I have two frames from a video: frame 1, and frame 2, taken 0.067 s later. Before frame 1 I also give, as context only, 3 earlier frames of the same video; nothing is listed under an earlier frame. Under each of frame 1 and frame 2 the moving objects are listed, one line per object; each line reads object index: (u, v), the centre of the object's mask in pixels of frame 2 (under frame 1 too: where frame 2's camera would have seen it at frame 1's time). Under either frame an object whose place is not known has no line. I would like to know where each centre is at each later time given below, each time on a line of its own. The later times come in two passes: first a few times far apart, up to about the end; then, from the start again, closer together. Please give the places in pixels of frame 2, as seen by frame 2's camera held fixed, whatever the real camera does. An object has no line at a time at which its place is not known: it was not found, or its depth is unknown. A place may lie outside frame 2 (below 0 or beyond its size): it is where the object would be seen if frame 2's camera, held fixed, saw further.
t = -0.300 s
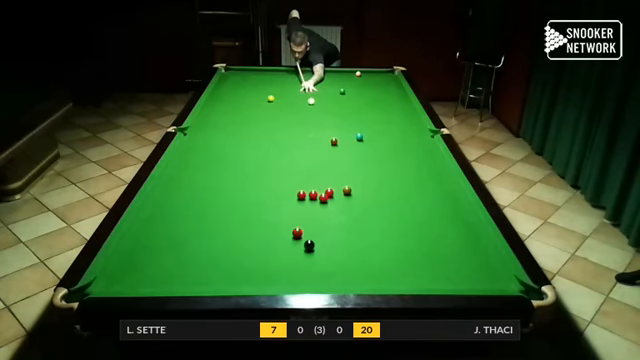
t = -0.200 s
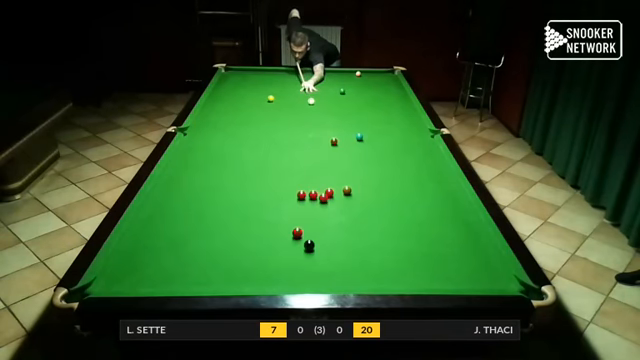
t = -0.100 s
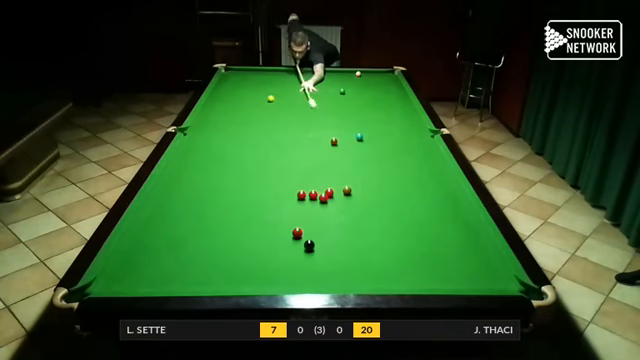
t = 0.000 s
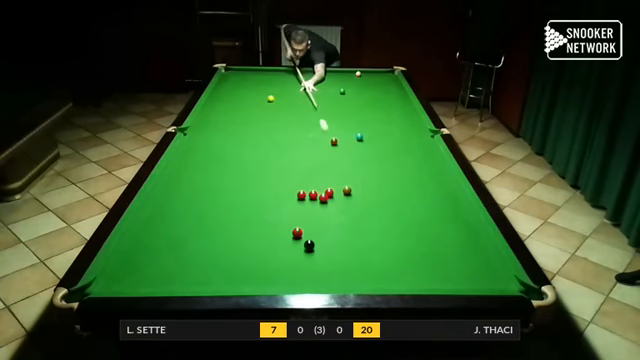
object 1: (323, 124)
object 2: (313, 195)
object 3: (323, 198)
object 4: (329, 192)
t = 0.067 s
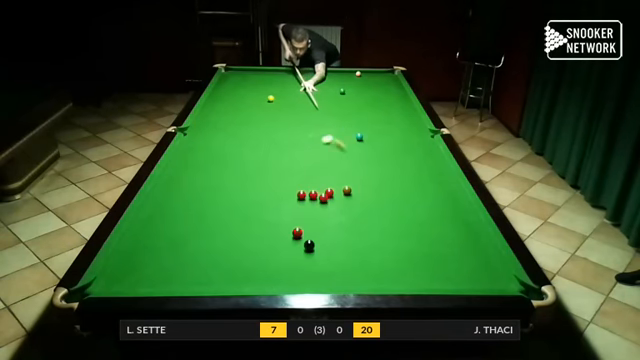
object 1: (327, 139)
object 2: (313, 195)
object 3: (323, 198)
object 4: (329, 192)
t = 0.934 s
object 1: (148, 240)
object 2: (313, 195)
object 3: (323, 198)
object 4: (329, 192)
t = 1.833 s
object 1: (166, 221)
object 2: (297, 183)
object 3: (271, 217)
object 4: (285, 138)
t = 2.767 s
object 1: (209, 168)
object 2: (288, 174)
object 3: (222, 236)
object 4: (255, 102)
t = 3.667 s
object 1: (234, 138)
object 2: (285, 171)
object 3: (185, 251)
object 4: (237, 79)
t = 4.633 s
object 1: (250, 117)
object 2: (285, 171)
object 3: (162, 260)
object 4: (228, 69)
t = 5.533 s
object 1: (261, 104)
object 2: (285, 171)
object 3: (157, 262)
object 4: (247, 70)
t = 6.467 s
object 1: (263, 97)
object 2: (285, 171)
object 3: (157, 262)
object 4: (257, 70)
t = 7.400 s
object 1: (260, 94)
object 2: (286, 172)
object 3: (157, 262)
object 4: (260, 70)
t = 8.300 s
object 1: (259, 94)
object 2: (286, 172)
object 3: (157, 262)
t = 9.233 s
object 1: (259, 94)
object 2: (286, 172)
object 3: (157, 262)
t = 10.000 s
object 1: (259, 94)
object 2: (285, 171)
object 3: (157, 262)
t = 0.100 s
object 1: (321, 140)
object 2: (313, 195)
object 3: (323, 198)
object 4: (329, 192)
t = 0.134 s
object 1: (314, 142)
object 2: (313, 195)
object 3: (323, 198)
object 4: (329, 192)
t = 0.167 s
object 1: (308, 144)
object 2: (313, 195)
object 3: (323, 198)
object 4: (329, 192)
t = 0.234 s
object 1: (296, 149)
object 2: (313, 195)
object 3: (323, 198)
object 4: (329, 192)
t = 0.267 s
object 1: (290, 152)
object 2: (313, 195)
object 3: (323, 198)
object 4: (329, 192)
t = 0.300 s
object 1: (285, 155)
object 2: (313, 195)
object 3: (323, 198)
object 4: (329, 192)
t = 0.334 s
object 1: (279, 158)
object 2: (313, 195)
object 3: (323, 198)
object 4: (329, 192)
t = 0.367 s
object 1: (273, 161)
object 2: (313, 195)
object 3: (323, 198)
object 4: (329, 192)
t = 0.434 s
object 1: (262, 168)
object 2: (313, 195)
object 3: (323, 198)
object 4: (329, 192)
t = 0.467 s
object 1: (256, 172)
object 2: (313, 195)
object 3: (323, 198)
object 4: (329, 192)
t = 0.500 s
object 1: (250, 176)
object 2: (313, 195)
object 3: (323, 198)
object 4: (329, 192)
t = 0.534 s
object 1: (244, 180)
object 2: (313, 195)
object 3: (323, 198)
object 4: (329, 192)
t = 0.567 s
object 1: (237, 184)
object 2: (313, 195)
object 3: (323, 198)
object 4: (329, 192)
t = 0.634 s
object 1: (223, 192)
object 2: (313, 195)
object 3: (323, 198)
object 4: (329, 192)
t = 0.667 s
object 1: (216, 197)
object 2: (313, 195)
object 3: (323, 198)
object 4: (329, 192)
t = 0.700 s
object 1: (209, 202)
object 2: (313, 195)
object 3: (323, 198)
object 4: (329, 192)
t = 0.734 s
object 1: (201, 207)
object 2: (313, 195)
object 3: (323, 198)
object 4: (329, 192)
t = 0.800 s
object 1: (185, 217)
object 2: (313, 195)
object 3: (323, 198)
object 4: (329, 192)
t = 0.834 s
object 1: (176, 222)
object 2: (313, 195)
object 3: (323, 198)
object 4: (329, 192)
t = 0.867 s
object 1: (167, 228)
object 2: (313, 195)
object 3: (323, 198)
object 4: (329, 192)
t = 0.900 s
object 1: (158, 234)
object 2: (313, 195)
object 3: (323, 198)
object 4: (329, 192)
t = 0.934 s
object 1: (148, 240)
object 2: (313, 195)
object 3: (323, 198)
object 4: (329, 192)
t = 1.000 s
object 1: (127, 253)
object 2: (313, 195)
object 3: (323, 198)
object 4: (329, 192)
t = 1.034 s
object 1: (116, 260)
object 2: (313, 195)
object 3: (321, 198)
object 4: (327, 191)
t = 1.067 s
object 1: (110, 267)
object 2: (311, 194)
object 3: (317, 199)
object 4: (325, 187)
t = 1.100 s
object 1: (113, 272)
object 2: (310, 193)
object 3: (315, 200)
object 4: (322, 184)
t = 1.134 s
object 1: (114, 277)
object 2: (309, 192)
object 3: (313, 201)
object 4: (319, 181)
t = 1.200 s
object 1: (118, 283)
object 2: (308, 192)
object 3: (309, 202)
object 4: (315, 175)
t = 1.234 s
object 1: (121, 279)
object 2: (308, 191)
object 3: (306, 203)
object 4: (313, 173)
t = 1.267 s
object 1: (125, 274)
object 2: (307, 191)
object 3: (305, 204)
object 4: (311, 171)
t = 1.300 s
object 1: (128, 270)
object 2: (306, 190)
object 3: (303, 205)
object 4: (309, 168)
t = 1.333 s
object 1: (131, 266)
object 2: (306, 190)
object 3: (300, 205)
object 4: (307, 166)
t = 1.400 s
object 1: (136, 259)
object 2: (304, 189)
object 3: (296, 207)
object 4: (304, 162)
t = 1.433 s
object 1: (139, 256)
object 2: (304, 188)
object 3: (295, 207)
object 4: (302, 160)
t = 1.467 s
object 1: (142, 253)
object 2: (303, 187)
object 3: (293, 208)
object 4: (301, 158)
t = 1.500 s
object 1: (144, 249)
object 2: (303, 187)
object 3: (291, 209)
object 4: (299, 156)
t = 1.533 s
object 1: (146, 246)
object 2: (302, 186)
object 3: (289, 210)
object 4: (298, 154)
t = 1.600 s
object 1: (151, 240)
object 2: (301, 185)
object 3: (285, 211)
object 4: (295, 150)
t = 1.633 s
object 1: (153, 237)
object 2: (300, 185)
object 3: (283, 212)
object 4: (293, 148)
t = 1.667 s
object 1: (156, 234)
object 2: (300, 184)
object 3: (281, 213)
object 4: (292, 146)
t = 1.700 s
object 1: (158, 232)
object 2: (299, 184)
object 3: (279, 214)
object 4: (290, 145)
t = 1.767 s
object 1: (162, 226)
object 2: (298, 183)
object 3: (275, 216)
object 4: (287, 141)
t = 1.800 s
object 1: (164, 224)
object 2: (298, 183)
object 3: (273, 216)
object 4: (286, 140)
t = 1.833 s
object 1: (166, 221)
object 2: (297, 183)
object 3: (271, 217)
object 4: (285, 138)
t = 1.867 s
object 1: (168, 219)
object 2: (297, 182)
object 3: (269, 218)
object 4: (283, 136)
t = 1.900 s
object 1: (170, 216)
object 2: (296, 181)
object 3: (267, 218)
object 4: (282, 135)
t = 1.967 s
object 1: (174, 211)
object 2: (295, 181)
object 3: (264, 220)
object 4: (279, 132)
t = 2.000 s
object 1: (175, 209)
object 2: (295, 181)
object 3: (262, 221)
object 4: (278, 130)
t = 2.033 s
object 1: (177, 207)
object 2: (295, 181)
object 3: (260, 221)
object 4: (277, 129)
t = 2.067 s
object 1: (179, 205)
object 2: (294, 180)
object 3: (258, 222)
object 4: (276, 127)
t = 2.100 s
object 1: (181, 203)
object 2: (294, 180)
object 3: (256, 223)
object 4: (275, 126)
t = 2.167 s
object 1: (184, 198)
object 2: (293, 179)
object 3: (253, 224)
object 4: (272, 123)
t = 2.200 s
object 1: (186, 196)
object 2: (293, 179)
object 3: (251, 225)
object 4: (271, 122)
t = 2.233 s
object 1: (187, 195)
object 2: (293, 178)
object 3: (250, 226)
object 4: (270, 120)
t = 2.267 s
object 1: (189, 192)
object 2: (292, 178)
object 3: (248, 226)
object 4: (269, 119)
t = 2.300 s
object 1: (190, 191)
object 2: (292, 178)
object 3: (246, 227)
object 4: (268, 118)
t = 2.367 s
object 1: (193, 187)
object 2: (291, 177)
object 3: (242, 229)
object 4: (266, 116)
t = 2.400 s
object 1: (195, 185)
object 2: (291, 177)
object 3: (241, 229)
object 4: (265, 114)
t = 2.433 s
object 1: (196, 184)
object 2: (291, 176)
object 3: (239, 230)
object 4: (264, 113)
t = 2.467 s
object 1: (197, 182)
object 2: (290, 176)
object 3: (237, 231)
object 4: (263, 112)
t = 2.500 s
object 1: (199, 180)
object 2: (290, 176)
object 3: (236, 231)
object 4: (262, 111)
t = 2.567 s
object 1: (201, 177)
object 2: (289, 176)
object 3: (232, 233)
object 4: (260, 108)
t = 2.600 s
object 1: (203, 175)
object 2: (289, 176)
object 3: (231, 233)
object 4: (260, 107)
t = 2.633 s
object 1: (204, 174)
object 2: (289, 175)
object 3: (229, 234)
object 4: (259, 106)
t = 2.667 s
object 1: (205, 172)
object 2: (289, 175)
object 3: (227, 235)
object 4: (258, 105)
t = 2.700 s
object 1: (206, 171)
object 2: (288, 175)
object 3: (226, 235)
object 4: (257, 104)
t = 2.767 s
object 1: (209, 168)
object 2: (288, 174)
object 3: (222, 236)
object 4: (255, 102)
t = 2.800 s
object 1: (210, 167)
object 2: (288, 174)
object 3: (221, 237)
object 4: (255, 101)
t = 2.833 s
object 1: (211, 165)
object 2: (287, 174)
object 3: (219, 238)
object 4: (254, 100)
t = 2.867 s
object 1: (212, 164)
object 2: (287, 174)
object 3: (217, 238)
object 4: (253, 99)
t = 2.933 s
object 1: (214, 161)
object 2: (287, 174)
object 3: (214, 240)
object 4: (251, 97)
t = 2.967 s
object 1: (215, 160)
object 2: (287, 173)
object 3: (213, 240)
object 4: (250, 96)
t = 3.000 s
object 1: (216, 159)
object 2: (287, 173)
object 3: (211, 241)
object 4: (250, 95)
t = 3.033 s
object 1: (217, 157)
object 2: (287, 173)
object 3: (210, 241)
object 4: (249, 94)
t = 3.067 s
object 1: (218, 156)
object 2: (286, 173)
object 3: (208, 242)
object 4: (248, 93)
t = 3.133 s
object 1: (221, 154)
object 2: (286, 173)
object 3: (205, 243)
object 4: (247, 91)
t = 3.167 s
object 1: (221, 153)
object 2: (286, 173)
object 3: (204, 244)
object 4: (246, 91)
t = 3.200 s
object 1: (222, 151)
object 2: (286, 172)
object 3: (203, 244)
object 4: (245, 90)
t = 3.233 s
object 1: (223, 151)
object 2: (286, 172)
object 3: (201, 245)
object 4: (245, 89)
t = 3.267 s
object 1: (224, 149)
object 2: (286, 172)
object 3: (200, 245)
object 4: (244, 88)
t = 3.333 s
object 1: (226, 147)
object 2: (286, 172)
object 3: (197, 246)
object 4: (243, 86)
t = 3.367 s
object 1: (227, 146)
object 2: (286, 172)
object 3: (196, 247)
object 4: (242, 86)
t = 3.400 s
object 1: (227, 145)
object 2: (286, 172)
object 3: (195, 247)
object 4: (241, 85)
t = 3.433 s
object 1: (228, 144)
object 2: (286, 172)
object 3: (193, 248)
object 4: (241, 84)
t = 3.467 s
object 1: (229, 143)
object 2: (286, 172)
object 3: (192, 248)
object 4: (240, 84)
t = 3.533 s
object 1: (231, 141)
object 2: (286, 172)
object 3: (190, 249)
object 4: (239, 82)
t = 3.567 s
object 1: (231, 140)
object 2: (286, 171)
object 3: (189, 250)
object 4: (238, 81)
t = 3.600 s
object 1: (232, 139)
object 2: (286, 171)
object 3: (187, 250)
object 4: (238, 81)
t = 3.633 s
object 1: (233, 139)
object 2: (286, 171)
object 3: (186, 251)
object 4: (237, 80)
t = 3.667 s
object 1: (234, 138)
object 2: (285, 171)
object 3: (185, 251)
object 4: (237, 79)
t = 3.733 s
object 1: (235, 136)
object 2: (285, 171)
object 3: (183, 252)
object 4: (235, 78)
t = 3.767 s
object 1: (236, 135)
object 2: (286, 172)
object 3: (182, 252)
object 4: (235, 77)
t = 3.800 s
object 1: (237, 134)
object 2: (285, 172)
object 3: (181, 253)
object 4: (234, 76)
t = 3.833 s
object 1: (237, 133)
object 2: (285, 171)
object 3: (180, 253)
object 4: (233, 76)
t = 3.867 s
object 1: (238, 132)
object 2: (286, 172)
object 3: (179, 254)
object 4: (233, 75)
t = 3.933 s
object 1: (239, 131)
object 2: (285, 171)
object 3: (177, 254)
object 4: (232, 74)
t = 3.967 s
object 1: (240, 130)
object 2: (285, 171)
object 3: (176, 255)
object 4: (232, 73)
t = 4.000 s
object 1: (241, 129)
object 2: (285, 171)
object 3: (175, 255)
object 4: (231, 72)
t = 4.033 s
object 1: (241, 129)
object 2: (285, 171)
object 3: (174, 255)
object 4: (230, 72)
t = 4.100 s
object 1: (242, 127)
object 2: (286, 172)
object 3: (172, 256)
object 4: (230, 71)
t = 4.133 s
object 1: (243, 126)
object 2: (285, 171)
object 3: (171, 256)
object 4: (229, 70)
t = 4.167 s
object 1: (243, 126)
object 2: (286, 172)
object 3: (171, 257)
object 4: (228, 69)
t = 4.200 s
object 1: (244, 125)
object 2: (286, 172)
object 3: (170, 257)
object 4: (227, 69)
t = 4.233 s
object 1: (245, 124)
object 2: (285, 171)
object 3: (169, 257)
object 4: (227, 69)
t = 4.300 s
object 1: (246, 123)
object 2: (285, 171)
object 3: (168, 258)
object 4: (225, 69)
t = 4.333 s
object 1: (246, 123)
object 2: (285, 171)
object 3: (167, 258)
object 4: (225, 69)
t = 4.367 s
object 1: (247, 122)
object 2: (285, 171)
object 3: (166, 258)
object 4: (225, 69)
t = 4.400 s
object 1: (247, 121)
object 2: (285, 171)
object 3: (166, 259)
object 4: (226, 69)
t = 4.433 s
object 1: (248, 121)
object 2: (285, 172)
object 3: (165, 259)
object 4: (226, 69)
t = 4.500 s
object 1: (249, 119)
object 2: (286, 172)
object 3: (164, 259)
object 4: (227, 69)
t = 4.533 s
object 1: (249, 119)
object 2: (285, 171)
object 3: (163, 260)
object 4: (227, 69)
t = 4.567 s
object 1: (249, 118)
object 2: (286, 172)
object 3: (163, 260)
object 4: (227, 69)
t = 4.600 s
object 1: (250, 118)
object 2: (285, 171)
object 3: (162, 260)
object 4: (228, 69)
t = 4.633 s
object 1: (250, 117)
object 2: (285, 171)
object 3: (162, 260)
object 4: (228, 69)
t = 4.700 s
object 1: (251, 116)
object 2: (285, 171)
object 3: (161, 261)
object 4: (229, 69)
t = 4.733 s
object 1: (252, 115)
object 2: (286, 172)
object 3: (161, 261)
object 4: (230, 69)
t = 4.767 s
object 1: (252, 115)
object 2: (285, 171)
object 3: (160, 261)
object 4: (230, 69)
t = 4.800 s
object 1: (253, 114)
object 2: (286, 172)
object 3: (160, 261)
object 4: (230, 69)
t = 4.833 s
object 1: (253, 114)
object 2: (285, 171)
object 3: (159, 261)
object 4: (231, 69)
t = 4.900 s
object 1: (254, 113)
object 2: (285, 171)
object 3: (159, 261)
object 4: (231, 69)
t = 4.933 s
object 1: (254, 112)
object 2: (286, 172)
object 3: (159, 261)
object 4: (234, 69)
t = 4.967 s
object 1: (255, 112)
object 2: (285, 171)
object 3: (158, 261)
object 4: (238, 70)
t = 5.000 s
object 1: (255, 111)
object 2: (286, 172)
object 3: (158, 262)
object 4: (238, 70)
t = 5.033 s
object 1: (256, 111)
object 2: (285, 171)
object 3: (158, 262)
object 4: (239, 70)
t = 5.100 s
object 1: (257, 110)
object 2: (285, 171)
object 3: (158, 262)
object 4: (240, 70)
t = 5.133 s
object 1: (257, 109)
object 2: (285, 171)
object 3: (157, 262)
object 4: (241, 70)
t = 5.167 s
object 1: (257, 109)
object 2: (285, 172)
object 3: (157, 262)
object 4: (242, 70)
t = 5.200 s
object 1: (258, 108)
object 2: (285, 171)
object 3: (157, 262)
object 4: (242, 70)
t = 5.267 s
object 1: (258, 108)
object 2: (285, 171)
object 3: (157, 262)
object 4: (244, 70)
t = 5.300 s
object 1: (259, 107)
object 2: (285, 171)
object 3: (157, 262)
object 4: (244, 69)
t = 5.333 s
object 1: (259, 107)
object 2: (285, 172)
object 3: (157, 262)
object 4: (245, 69)
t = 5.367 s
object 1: (259, 106)
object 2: (285, 171)
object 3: (157, 262)
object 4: (245, 70)
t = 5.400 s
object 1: (260, 106)
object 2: (285, 171)
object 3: (157, 262)
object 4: (245, 70)
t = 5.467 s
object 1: (260, 105)
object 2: (286, 172)
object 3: (157, 262)
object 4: (246, 70)
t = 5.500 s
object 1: (260, 105)
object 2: (285, 172)
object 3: (157, 262)
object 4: (247, 70)
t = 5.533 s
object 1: (261, 104)
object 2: (285, 171)
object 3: (157, 262)
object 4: (247, 70)
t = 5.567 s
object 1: (261, 104)
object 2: (285, 172)
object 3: (157, 262)
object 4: (247, 70)
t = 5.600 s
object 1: (261, 104)
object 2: (285, 171)
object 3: (157, 262)
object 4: (248, 70)
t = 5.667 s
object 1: (262, 103)
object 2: (285, 171)
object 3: (157, 262)
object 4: (249, 70)
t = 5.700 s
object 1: (262, 102)
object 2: (285, 171)
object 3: (157, 262)
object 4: (250, 70)
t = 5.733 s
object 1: (262, 102)
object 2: (286, 172)
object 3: (157, 262)
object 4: (250, 70)
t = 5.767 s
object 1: (263, 102)
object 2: (285, 171)
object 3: (157, 262)
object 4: (250, 70)
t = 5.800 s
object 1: (263, 101)
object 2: (286, 172)
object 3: (157, 262)
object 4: (251, 70)
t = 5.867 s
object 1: (263, 101)
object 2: (285, 171)
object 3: (157, 262)
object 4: (251, 70)
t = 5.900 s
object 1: (264, 100)
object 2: (285, 171)
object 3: (157, 262)
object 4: (252, 70)
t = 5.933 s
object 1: (264, 100)
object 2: (286, 172)
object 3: (157, 262)
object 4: (252, 70)
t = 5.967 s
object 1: (264, 100)
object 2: (285, 171)
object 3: (157, 262)
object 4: (252, 70)
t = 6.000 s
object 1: (265, 100)
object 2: (285, 171)
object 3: (157, 262)
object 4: (253, 70)
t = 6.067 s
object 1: (265, 99)
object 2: (285, 171)
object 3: (157, 262)
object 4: (253, 70)
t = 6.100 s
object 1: (265, 99)
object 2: (285, 172)
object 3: (157, 262)
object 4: (254, 70)
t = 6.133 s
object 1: (264, 99)
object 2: (285, 171)
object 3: (157, 262)
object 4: (254, 70)
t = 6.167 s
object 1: (264, 99)
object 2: (285, 172)
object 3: (157, 262)
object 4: (255, 70)
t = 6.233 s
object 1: (264, 98)
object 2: (285, 171)
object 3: (157, 262)
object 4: (255, 70)
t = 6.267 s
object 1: (264, 98)
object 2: (285, 172)
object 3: (157, 262)
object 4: (255, 70)
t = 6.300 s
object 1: (264, 98)
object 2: (285, 171)
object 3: (157, 262)
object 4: (256, 70)
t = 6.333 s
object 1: (264, 98)
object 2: (285, 171)
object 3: (157, 262)
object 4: (256, 70)
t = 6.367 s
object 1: (263, 97)
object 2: (286, 172)
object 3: (157, 262)
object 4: (256, 70)
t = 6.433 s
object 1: (263, 97)
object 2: (285, 172)
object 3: (157, 262)
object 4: (257, 70)
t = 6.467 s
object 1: (263, 97)
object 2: (285, 171)
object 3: (157, 262)
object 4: (257, 70)
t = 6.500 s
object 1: (262, 97)
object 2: (285, 171)
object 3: (157, 262)
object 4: (257, 70)
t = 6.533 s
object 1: (262, 97)
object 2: (285, 172)
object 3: (157, 262)
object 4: (257, 70)
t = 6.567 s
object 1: (262, 97)
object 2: (285, 171)
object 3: (157, 262)
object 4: (257, 70)
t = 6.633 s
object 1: (262, 96)
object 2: (285, 172)
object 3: (157, 262)
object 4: (258, 70)
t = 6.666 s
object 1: (262, 96)
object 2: (285, 172)
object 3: (157, 262)
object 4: (258, 70)
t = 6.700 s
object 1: (262, 96)
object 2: (285, 172)
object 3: (157, 262)
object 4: (259, 70)
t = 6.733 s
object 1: (262, 96)
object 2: (286, 171)
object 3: (157, 262)
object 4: (258, 70)
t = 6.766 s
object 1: (261, 96)
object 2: (285, 171)
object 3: (157, 262)
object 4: (259, 70)
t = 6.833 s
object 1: (261, 96)
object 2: (286, 171)
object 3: (157, 262)
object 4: (259, 70)
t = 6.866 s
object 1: (261, 96)
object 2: (285, 171)
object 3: (157, 262)
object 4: (259, 70)
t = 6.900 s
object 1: (261, 95)
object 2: (285, 172)
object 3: (157, 262)
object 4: (259, 70)
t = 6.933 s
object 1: (261, 95)
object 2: (285, 172)
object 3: (157, 262)
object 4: (259, 70)
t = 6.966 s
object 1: (261, 95)
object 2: (285, 172)
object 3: (157, 262)
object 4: (259, 70)
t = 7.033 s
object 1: (261, 95)
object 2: (285, 171)
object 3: (157, 262)
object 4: (259, 70)
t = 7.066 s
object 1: (261, 95)
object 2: (286, 172)
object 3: (157, 262)
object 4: (259, 70)
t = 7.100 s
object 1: (260, 95)
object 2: (286, 171)
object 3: (157, 262)
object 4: (260, 70)
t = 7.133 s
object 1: (260, 95)
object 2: (286, 172)
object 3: (157, 262)
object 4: (260, 70)
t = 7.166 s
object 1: (260, 95)
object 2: (286, 171)
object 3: (157, 262)
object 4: (260, 70)
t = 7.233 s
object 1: (260, 94)
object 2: (286, 172)
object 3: (157, 262)
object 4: (260, 70)
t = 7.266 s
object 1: (260, 94)
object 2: (286, 172)
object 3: (157, 262)
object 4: (260, 70)
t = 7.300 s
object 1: (260, 94)
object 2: (286, 171)
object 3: (157, 262)
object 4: (260, 70)
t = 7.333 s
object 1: (260, 94)
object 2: (286, 172)
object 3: (157, 262)
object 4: (260, 70)
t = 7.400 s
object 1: (260, 94)
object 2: (286, 172)
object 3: (157, 262)
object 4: (260, 70)
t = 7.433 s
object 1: (260, 94)
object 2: (286, 172)
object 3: (157, 262)
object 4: (260, 70)
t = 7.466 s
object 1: (260, 94)
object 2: (286, 171)
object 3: (157, 262)
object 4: (260, 70)
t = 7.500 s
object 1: (260, 94)
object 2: (286, 172)
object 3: (157, 262)
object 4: (260, 70)
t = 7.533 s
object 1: (260, 94)
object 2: (286, 171)
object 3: (157, 262)
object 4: (260, 70)
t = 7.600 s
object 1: (259, 94)
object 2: (286, 171)
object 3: (157, 262)
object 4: (260, 70)
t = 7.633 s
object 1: (259, 94)
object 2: (286, 171)
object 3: (157, 262)
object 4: (260, 70)
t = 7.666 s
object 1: (259, 94)
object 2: (286, 172)
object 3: (157, 262)
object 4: (260, 70)
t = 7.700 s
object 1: (259, 94)
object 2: (285, 172)
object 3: (157, 262)
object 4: (260, 70)
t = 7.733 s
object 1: (259, 94)
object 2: (286, 172)
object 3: (157, 262)
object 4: (260, 70)
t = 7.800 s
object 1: (259, 94)
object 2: (286, 172)
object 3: (157, 262)
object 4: (260, 70)
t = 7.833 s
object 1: (259, 94)
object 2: (286, 171)
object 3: (157, 262)
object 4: (260, 70)
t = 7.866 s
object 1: (259, 94)
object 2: (286, 171)
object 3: (157, 262)
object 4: (260, 70)
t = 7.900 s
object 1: (259, 94)
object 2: (286, 171)
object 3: (157, 262)
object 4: (260, 70)
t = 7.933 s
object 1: (259, 94)
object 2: (286, 172)
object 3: (157, 262)
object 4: (260, 70)
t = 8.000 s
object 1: (259, 94)
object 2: (286, 172)
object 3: (157, 262)
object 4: (260, 70)
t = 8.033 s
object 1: (259, 94)
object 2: (285, 171)
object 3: (157, 262)
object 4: (260, 70)
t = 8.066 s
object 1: (259, 94)
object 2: (285, 171)
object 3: (157, 262)
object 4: (260, 70)
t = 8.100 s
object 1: (259, 94)
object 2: (286, 172)
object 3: (157, 262)
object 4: (260, 70)
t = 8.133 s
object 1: (259, 94)
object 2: (286, 171)
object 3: (157, 262)
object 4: (260, 70)
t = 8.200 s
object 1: (259, 94)
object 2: (286, 172)
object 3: (157, 262)
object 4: (260, 70)
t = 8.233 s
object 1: (259, 94)
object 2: (285, 171)
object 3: (157, 262)
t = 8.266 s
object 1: (259, 94)
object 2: (285, 171)
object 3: (157, 262)
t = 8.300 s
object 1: (259, 94)
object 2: (286, 172)
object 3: (157, 262)
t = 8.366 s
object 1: (259, 94)
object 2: (286, 172)
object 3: (157, 262)
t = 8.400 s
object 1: (259, 94)
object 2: (286, 172)
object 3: (157, 262)
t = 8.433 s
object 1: (259, 94)
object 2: (285, 171)
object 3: (157, 262)
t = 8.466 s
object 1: (259, 94)
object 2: (286, 172)
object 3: (157, 262)
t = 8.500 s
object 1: (259, 94)
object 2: (286, 171)
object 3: (157, 262)
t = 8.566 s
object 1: (259, 94)
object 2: (286, 172)
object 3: (157, 262)
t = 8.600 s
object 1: (259, 94)
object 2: (286, 172)
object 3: (157, 262)
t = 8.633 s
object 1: (259, 94)
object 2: (286, 172)
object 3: (157, 262)
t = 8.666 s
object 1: (259, 94)
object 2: (286, 171)
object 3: (157, 262)
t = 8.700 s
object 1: (259, 94)
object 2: (286, 172)
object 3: (157, 262)
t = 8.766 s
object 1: (259, 94)
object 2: (286, 172)
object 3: (157, 262)
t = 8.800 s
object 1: (259, 94)
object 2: (286, 172)
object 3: (157, 262)
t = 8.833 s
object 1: (259, 94)
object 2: (286, 171)
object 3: (157, 262)
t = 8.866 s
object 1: (259, 94)
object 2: (286, 172)
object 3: (157, 262)
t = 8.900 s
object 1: (259, 94)
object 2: (286, 172)
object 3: (157, 262)
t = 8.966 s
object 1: (259, 94)
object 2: (286, 172)
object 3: (157, 262)
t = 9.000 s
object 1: (259, 94)
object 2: (286, 172)
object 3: (157, 262)
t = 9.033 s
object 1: (259, 94)
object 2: (286, 172)
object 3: (157, 262)
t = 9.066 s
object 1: (259, 94)
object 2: (286, 171)
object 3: (157, 262)
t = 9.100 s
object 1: (259, 94)
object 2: (286, 171)
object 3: (157, 262)
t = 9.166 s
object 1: (259, 94)
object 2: (285, 171)
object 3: (157, 262)
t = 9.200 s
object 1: (259, 94)
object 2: (285, 171)
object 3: (157, 262)
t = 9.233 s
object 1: (259, 94)
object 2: (286, 172)
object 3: (157, 262)
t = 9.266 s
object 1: (259, 94)
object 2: (286, 172)
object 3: (157, 262)
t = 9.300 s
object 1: (259, 94)
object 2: (286, 172)
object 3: (157, 262)
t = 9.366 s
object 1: (259, 94)
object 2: (285, 171)
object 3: (157, 262)
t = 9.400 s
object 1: (259, 94)
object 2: (285, 171)
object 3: (157, 262)
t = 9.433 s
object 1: (259, 94)
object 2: (285, 171)
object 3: (157, 262)
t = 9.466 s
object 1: (259, 94)
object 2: (286, 172)
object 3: (157, 262)
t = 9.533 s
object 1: (259, 94)
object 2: (286, 172)
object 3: (157, 262)
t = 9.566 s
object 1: (259, 94)
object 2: (285, 171)
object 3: (157, 262)
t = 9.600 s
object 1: (259, 94)
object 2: (286, 172)
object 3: (157, 262)
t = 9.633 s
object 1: (259, 94)
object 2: (286, 172)
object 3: (157, 262)
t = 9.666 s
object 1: (259, 93)
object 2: (285, 171)
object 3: (157, 262)
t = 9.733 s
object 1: (259, 94)
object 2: (285, 171)
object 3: (157, 262)
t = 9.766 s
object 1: (259, 94)
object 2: (285, 171)
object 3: (157, 262)
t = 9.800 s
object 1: (259, 94)
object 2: (286, 172)
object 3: (157, 262)
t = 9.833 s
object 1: (259, 94)
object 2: (285, 171)
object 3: (157, 262)
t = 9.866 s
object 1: (259, 94)
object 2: (286, 172)
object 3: (157, 262)
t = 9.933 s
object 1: (259, 94)
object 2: (286, 172)
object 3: (157, 262)
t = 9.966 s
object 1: (259, 94)
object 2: (285, 171)
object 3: (157, 262)
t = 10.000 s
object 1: (259, 94)
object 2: (285, 171)
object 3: (157, 262)
